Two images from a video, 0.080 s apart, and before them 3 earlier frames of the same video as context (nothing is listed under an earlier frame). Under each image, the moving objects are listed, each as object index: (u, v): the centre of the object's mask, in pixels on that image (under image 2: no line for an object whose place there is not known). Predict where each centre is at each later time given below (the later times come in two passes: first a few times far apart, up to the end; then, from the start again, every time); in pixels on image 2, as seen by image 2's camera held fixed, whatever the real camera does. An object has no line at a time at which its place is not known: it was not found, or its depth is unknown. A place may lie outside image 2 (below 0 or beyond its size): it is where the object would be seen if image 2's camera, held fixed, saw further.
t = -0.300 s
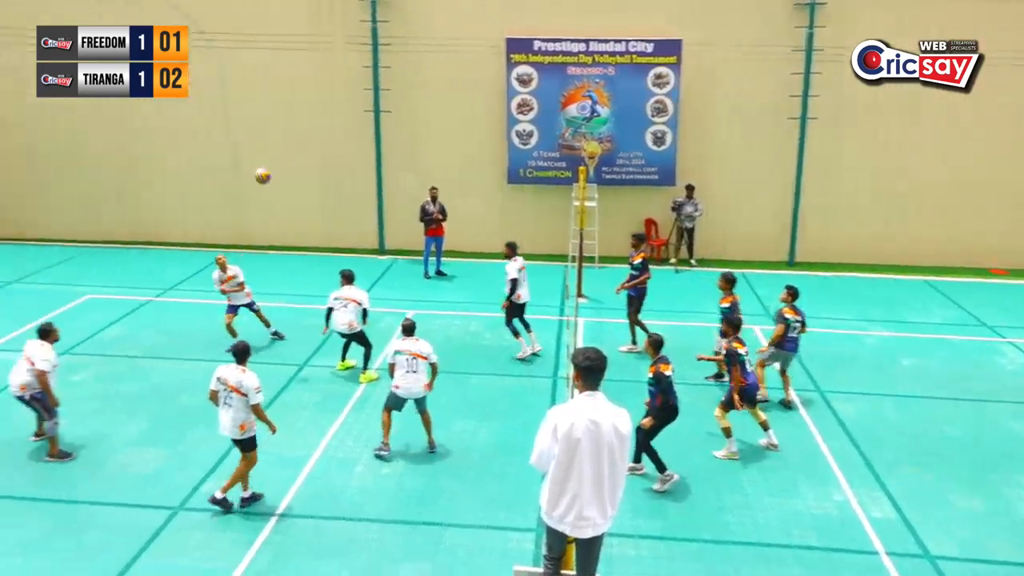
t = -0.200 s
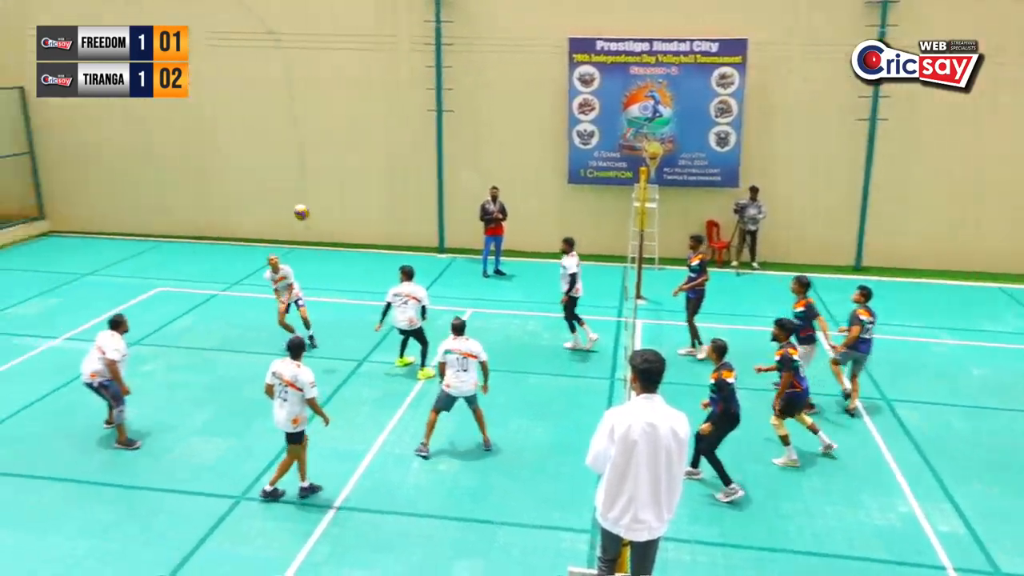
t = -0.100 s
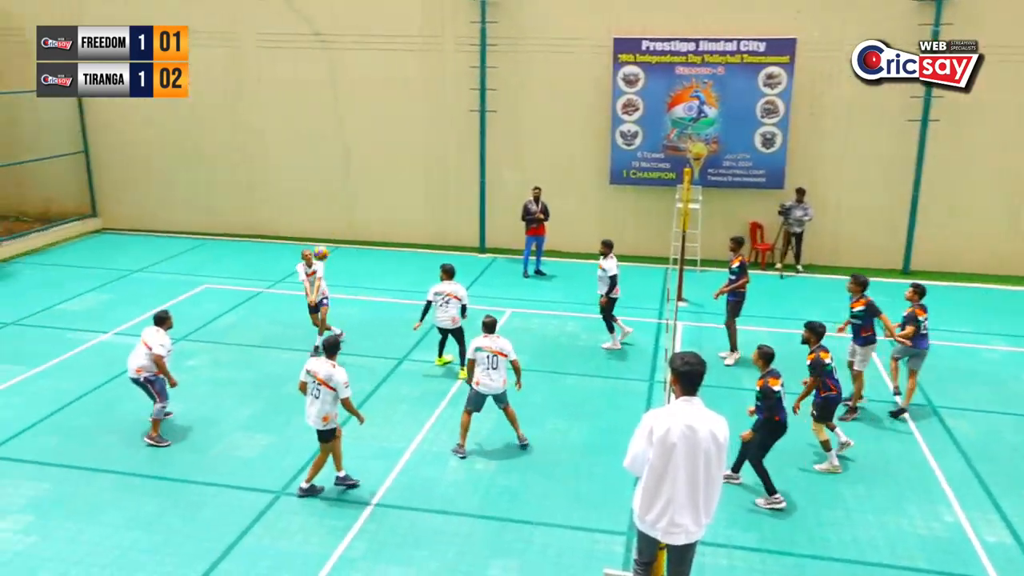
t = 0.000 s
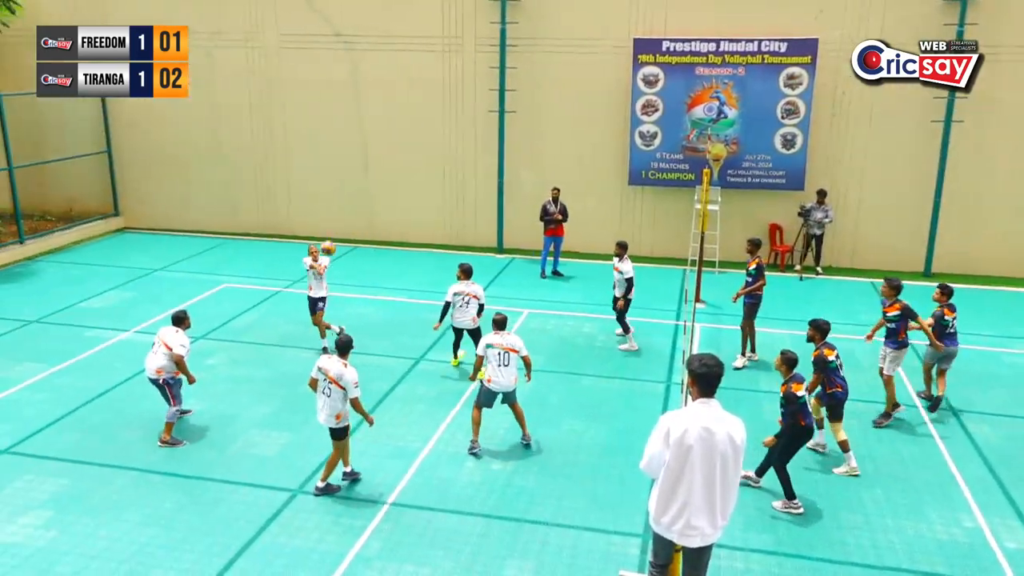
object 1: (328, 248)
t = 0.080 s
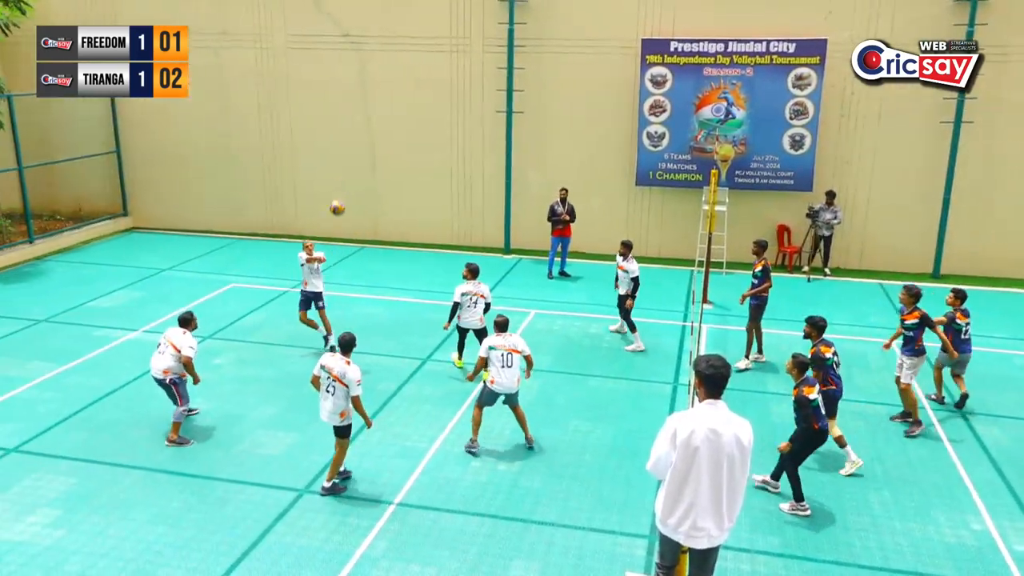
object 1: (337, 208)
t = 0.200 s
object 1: (340, 152)
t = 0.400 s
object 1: (344, 77)
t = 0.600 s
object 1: (351, 27)
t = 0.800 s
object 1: (360, 8)
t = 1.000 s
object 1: (370, 22)
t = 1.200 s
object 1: (381, 73)
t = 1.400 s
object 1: (393, 158)
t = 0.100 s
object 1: (337, 198)
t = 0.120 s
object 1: (338, 188)
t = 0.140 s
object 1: (338, 179)
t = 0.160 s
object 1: (339, 170)
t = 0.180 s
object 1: (340, 161)
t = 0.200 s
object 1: (340, 152)
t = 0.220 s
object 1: (340, 143)
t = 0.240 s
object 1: (341, 135)
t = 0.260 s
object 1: (341, 127)
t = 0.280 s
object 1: (341, 120)
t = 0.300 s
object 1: (342, 112)
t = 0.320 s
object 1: (342, 104)
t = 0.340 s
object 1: (343, 97)
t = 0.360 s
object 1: (343, 90)
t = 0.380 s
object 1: (344, 84)
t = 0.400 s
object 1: (344, 77)
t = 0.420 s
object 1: (344, 71)
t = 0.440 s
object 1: (345, 65)
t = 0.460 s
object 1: (346, 59)
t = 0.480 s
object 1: (346, 54)
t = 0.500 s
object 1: (347, 49)
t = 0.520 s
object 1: (348, 44)
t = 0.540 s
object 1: (349, 39)
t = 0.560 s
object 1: (349, 35)
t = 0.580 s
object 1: (350, 31)
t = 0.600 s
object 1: (351, 27)
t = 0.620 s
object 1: (352, 24)
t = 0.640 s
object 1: (352, 21)
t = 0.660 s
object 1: (353, 18)
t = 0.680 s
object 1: (354, 16)
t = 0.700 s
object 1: (355, 14)
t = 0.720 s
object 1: (356, 12)
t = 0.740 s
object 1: (357, 10)
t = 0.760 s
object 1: (357, 9)
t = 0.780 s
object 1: (359, 8)
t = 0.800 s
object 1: (360, 8)
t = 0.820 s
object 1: (361, 8)
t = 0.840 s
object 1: (362, 8)
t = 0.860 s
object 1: (362, 8)
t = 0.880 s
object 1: (363, 9)
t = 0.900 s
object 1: (364, 11)
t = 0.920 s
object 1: (365, 12)
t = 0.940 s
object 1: (366, 14)
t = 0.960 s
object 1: (368, 17)
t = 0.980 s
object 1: (369, 19)
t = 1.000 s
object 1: (370, 22)
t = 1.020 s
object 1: (371, 26)
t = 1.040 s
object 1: (372, 30)
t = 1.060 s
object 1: (373, 34)
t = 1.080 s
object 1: (374, 38)
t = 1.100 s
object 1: (376, 43)
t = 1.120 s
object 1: (377, 49)
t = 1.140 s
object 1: (378, 54)
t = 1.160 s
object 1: (379, 60)
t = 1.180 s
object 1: (380, 66)
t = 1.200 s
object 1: (381, 73)
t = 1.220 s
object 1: (383, 80)
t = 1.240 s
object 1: (384, 87)
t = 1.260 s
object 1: (385, 95)
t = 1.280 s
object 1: (386, 103)
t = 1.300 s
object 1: (387, 111)
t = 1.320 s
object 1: (388, 120)
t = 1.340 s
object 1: (390, 129)
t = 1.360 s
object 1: (391, 138)
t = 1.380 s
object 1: (392, 148)
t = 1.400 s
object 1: (393, 158)
